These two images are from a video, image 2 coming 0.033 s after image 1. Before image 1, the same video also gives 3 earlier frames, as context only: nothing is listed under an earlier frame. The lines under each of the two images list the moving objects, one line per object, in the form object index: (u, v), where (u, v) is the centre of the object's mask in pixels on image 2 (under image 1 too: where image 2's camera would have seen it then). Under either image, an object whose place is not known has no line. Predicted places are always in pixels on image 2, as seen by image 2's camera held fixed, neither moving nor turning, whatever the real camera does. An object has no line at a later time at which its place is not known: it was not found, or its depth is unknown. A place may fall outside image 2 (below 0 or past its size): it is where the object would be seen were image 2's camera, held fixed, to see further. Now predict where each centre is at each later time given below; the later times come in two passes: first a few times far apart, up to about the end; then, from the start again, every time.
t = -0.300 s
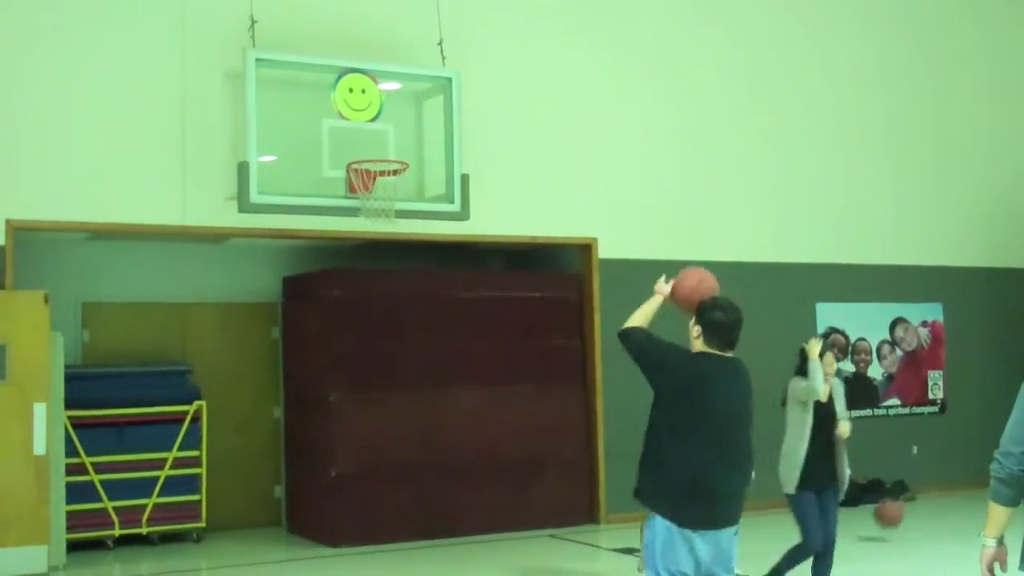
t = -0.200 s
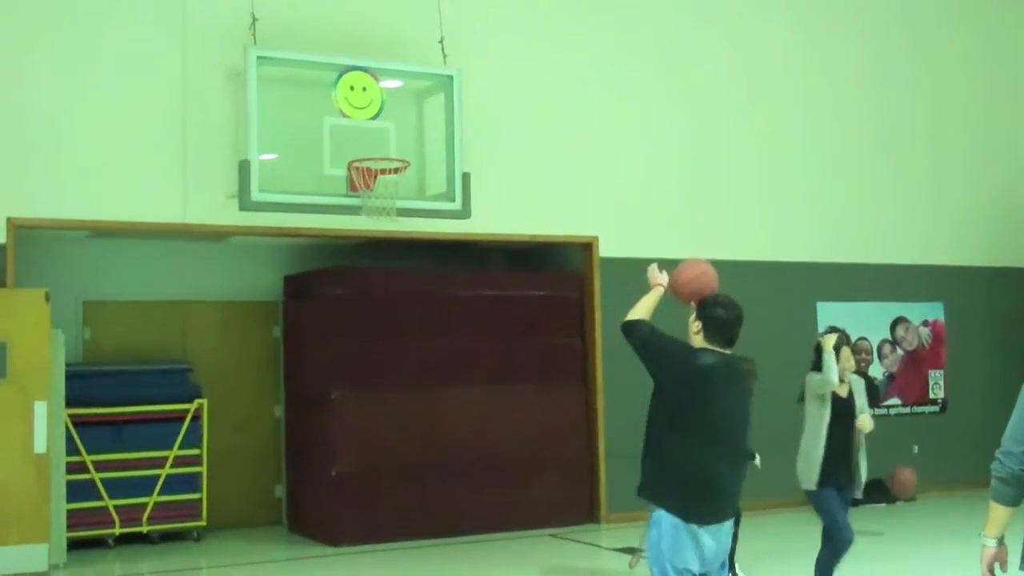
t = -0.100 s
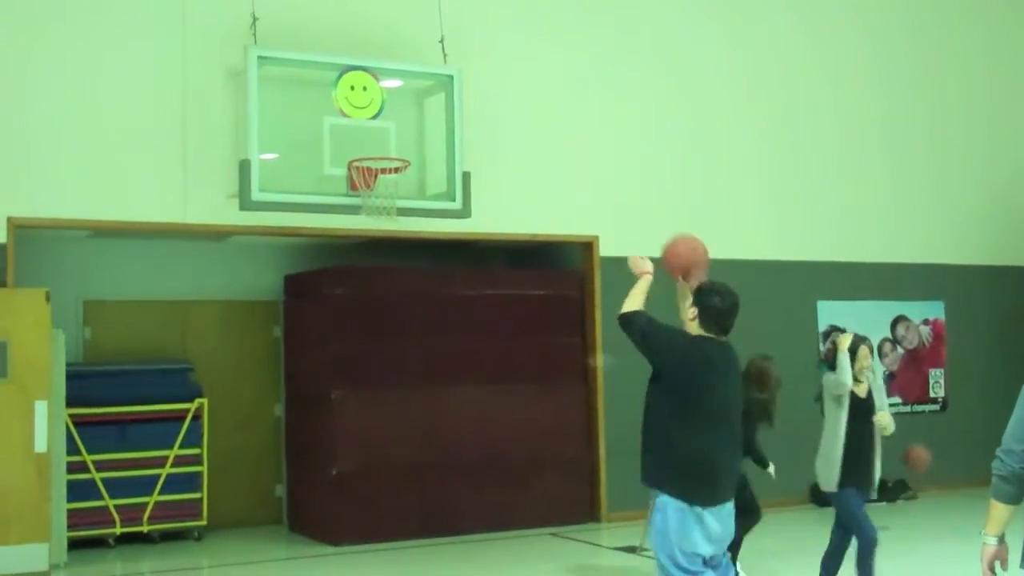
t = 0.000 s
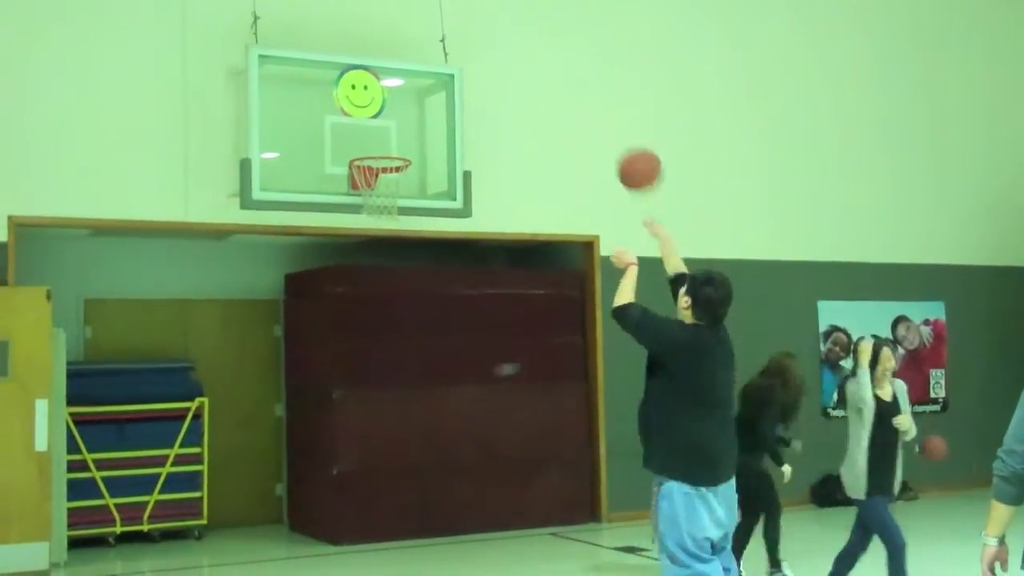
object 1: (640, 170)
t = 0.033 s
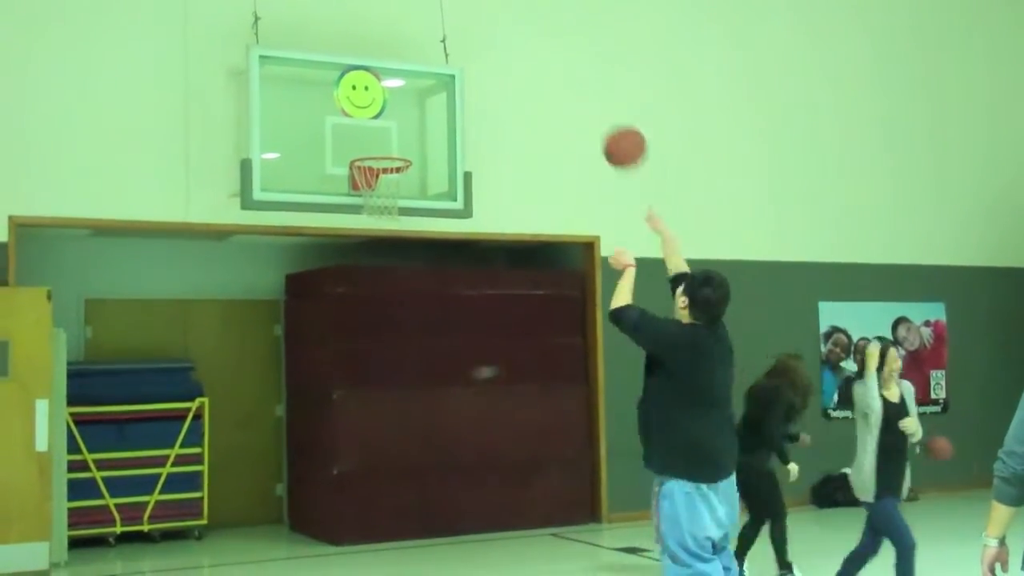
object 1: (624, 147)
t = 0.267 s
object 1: (530, 54)
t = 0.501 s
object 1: (457, 54)
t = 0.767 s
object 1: (391, 139)
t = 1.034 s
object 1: (377, 225)
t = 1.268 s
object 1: (384, 330)
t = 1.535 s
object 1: (393, 545)
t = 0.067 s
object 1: (609, 127)
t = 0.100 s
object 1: (595, 109)
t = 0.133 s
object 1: (581, 94)
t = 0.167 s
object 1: (568, 80)
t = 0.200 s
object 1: (555, 69)
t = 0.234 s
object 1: (542, 60)
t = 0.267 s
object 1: (530, 54)
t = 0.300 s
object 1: (519, 49)
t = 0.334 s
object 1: (507, 46)
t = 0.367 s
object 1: (496, 44)
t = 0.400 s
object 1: (486, 44)
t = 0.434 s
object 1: (476, 46)
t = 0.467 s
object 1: (466, 50)
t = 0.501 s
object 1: (457, 54)
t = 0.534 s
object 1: (448, 60)
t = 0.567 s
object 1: (439, 67)
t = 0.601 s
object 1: (431, 77)
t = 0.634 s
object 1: (422, 87)
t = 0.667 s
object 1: (414, 98)
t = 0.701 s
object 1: (406, 111)
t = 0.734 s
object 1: (399, 124)
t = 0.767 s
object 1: (391, 139)
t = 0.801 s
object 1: (384, 155)
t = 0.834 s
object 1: (376, 171)
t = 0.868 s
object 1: (374, 182)
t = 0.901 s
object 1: (374, 196)
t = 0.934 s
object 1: (376, 203)
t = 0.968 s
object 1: (375, 207)
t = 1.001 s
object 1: (375, 216)
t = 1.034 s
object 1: (377, 225)
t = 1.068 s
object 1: (378, 237)
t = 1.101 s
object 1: (378, 249)
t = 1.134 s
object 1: (379, 261)
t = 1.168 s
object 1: (381, 277)
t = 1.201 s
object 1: (382, 293)
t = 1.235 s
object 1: (384, 311)
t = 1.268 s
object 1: (384, 330)
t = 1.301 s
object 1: (386, 352)
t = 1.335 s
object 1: (387, 373)
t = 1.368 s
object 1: (388, 397)
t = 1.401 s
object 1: (389, 424)
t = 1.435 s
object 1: (391, 451)
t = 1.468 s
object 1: (392, 481)
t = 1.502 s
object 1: (393, 513)
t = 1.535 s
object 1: (393, 545)
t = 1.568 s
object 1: (395, 539)
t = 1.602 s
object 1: (399, 517)
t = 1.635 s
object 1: (402, 494)
